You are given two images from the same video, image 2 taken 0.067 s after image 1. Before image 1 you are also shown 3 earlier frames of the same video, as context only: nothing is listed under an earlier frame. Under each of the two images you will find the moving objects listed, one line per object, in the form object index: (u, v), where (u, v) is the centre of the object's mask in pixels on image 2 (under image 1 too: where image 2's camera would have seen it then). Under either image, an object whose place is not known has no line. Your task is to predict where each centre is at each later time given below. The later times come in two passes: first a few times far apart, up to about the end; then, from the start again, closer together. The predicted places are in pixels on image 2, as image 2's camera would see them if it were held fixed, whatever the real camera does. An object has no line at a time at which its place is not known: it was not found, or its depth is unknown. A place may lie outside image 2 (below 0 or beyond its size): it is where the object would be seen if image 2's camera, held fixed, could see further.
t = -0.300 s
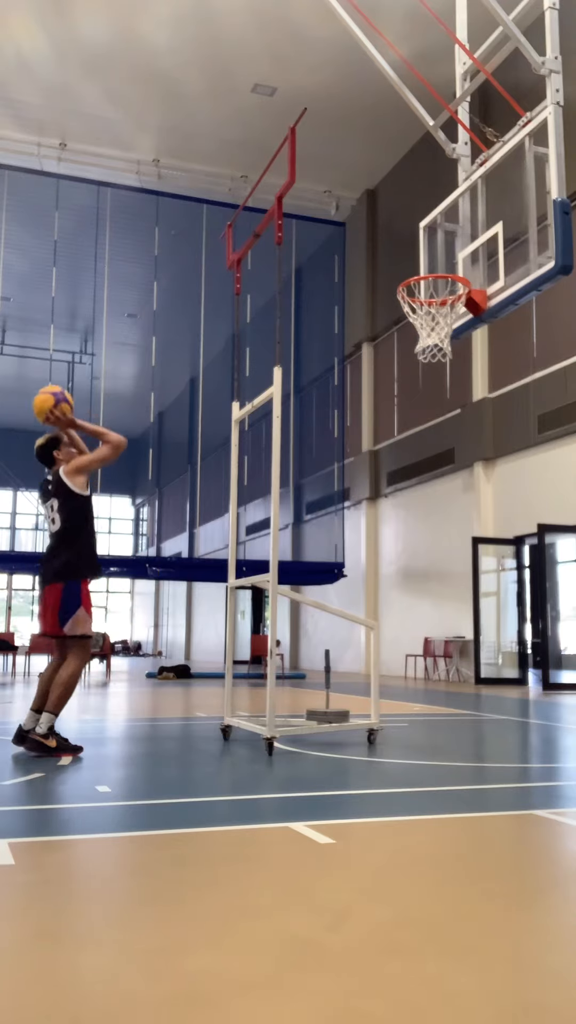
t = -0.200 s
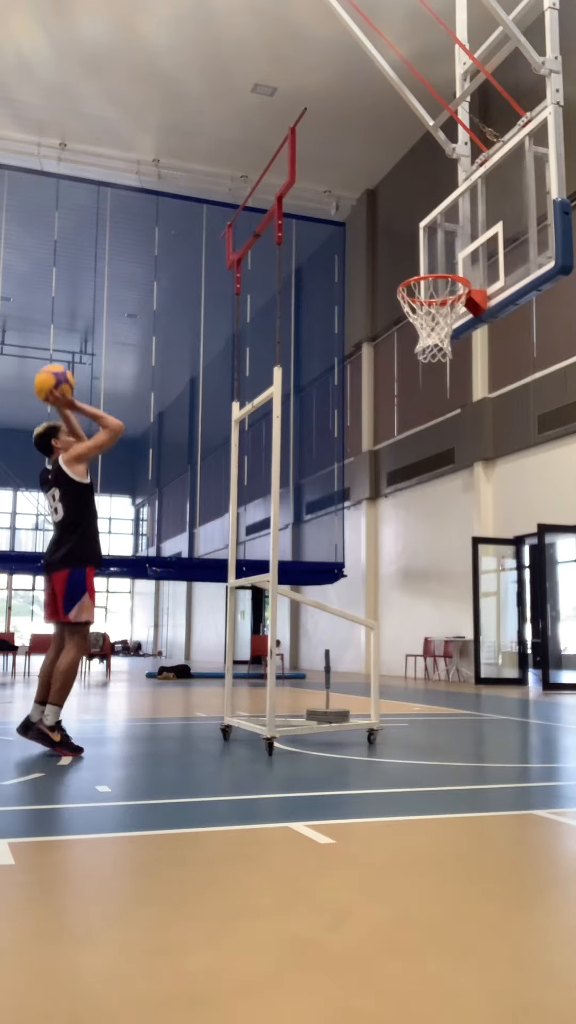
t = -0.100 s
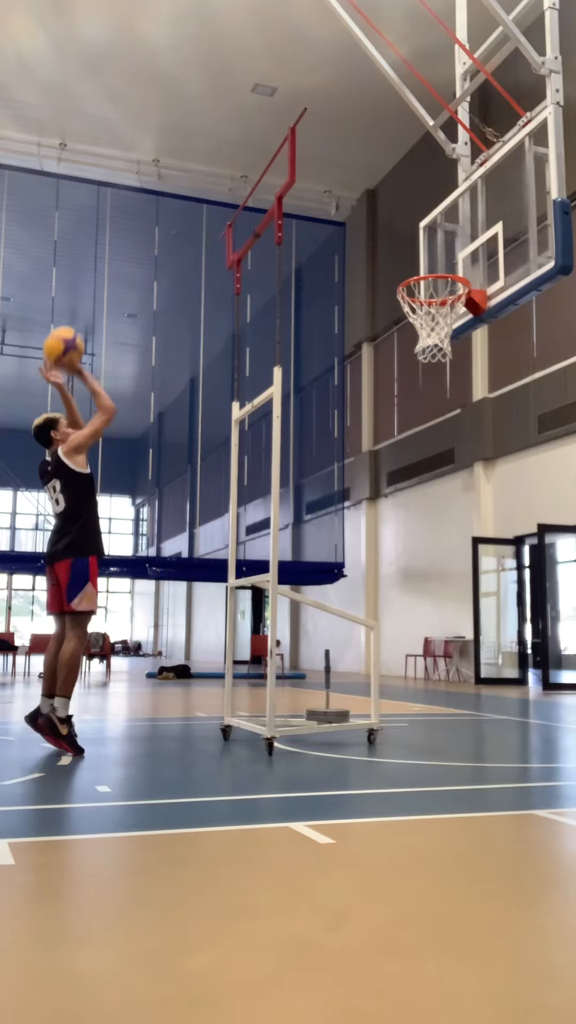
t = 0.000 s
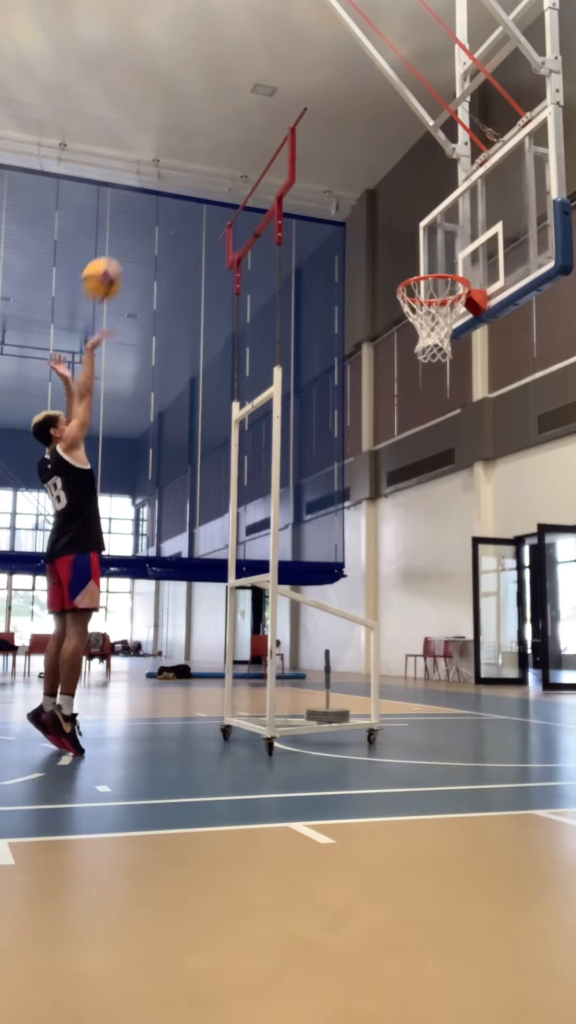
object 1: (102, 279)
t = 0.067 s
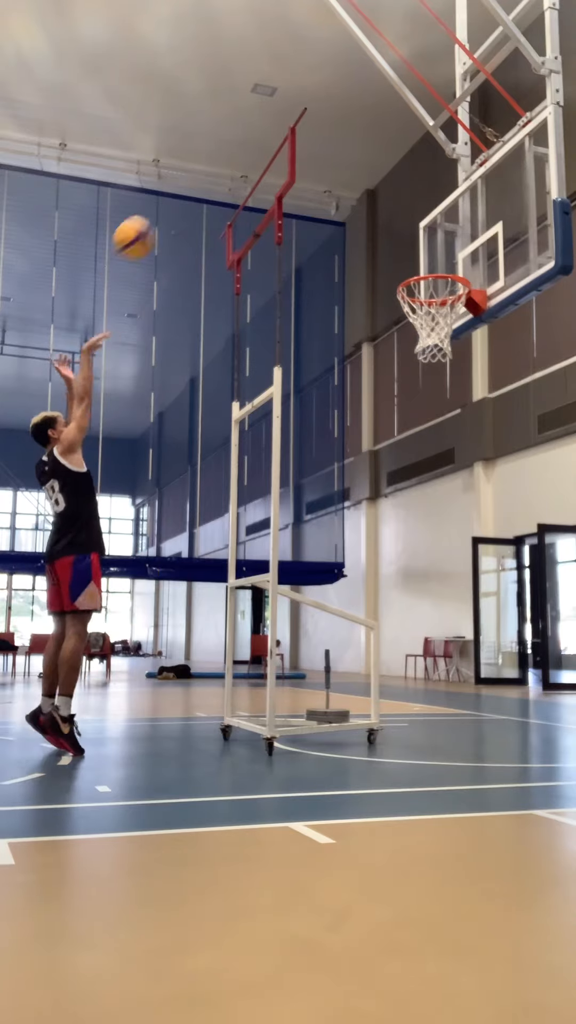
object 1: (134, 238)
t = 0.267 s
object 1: (223, 159)
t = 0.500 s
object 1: (318, 142)
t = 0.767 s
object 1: (417, 211)
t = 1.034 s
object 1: (457, 215)
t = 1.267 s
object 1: (445, 173)
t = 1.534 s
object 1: (435, 211)
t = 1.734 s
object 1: (428, 298)
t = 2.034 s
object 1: (428, 484)
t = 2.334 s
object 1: (440, 670)
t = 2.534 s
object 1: (467, 528)
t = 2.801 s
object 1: (506, 432)
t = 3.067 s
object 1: (546, 436)
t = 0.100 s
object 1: (150, 220)
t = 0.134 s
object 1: (165, 205)
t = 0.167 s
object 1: (179, 191)
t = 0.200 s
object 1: (195, 179)
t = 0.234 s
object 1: (209, 168)
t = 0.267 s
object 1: (223, 159)
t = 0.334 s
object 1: (252, 146)
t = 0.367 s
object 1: (265, 141)
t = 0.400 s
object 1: (276, 138)
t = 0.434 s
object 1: (295, 136)
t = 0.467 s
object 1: (309, 139)
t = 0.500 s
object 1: (318, 142)
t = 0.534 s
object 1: (331, 146)
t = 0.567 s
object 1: (343, 150)
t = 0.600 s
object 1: (356, 157)
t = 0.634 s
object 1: (368, 166)
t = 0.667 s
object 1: (381, 175)
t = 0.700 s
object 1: (394, 185)
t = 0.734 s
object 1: (406, 198)
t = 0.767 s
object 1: (417, 211)
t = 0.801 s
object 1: (429, 226)
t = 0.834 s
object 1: (441, 243)
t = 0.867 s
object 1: (454, 258)
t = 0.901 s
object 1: (463, 272)
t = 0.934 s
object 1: (460, 256)
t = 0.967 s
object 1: (460, 241)
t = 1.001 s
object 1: (459, 227)
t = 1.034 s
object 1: (457, 215)
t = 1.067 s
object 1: (455, 205)
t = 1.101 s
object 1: (454, 195)
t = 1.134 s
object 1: (452, 188)
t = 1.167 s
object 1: (451, 183)
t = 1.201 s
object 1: (449, 178)
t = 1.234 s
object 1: (447, 175)
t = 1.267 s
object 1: (445, 173)
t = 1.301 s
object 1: (445, 173)
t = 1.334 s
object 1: (444, 174)
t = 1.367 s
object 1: (442, 177)
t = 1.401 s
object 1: (441, 180)
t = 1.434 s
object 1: (439, 185)
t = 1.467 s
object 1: (438, 193)
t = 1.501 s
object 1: (437, 201)
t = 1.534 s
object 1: (435, 211)
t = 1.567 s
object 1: (434, 222)
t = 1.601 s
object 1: (433, 236)
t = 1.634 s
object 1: (431, 251)
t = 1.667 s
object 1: (430, 263)
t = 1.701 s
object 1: (429, 283)
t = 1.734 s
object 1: (428, 298)
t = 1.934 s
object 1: (427, 413)
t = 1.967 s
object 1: (427, 437)
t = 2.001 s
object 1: (428, 460)
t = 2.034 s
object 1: (428, 484)
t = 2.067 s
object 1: (429, 512)
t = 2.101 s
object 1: (429, 542)
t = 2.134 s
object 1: (430, 573)
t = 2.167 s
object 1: (430, 605)
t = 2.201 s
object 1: (430, 641)
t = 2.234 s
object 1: (431, 677)
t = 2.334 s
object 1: (440, 670)
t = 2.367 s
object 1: (444, 642)
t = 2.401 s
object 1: (449, 615)
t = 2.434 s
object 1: (454, 590)
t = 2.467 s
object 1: (458, 568)
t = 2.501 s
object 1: (463, 547)
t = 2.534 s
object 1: (467, 528)
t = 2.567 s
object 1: (472, 510)
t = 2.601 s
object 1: (477, 493)
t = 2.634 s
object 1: (481, 479)
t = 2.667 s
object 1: (486, 466)
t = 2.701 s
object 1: (491, 455)
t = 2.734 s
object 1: (496, 445)
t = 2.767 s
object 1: (501, 438)
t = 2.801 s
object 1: (506, 432)
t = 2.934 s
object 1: (526, 421)
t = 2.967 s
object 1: (531, 422)
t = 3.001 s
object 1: (536, 425)
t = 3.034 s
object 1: (540, 430)
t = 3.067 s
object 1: (546, 436)
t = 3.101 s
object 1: (551, 444)
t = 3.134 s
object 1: (556, 453)
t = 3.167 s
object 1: (560, 464)
